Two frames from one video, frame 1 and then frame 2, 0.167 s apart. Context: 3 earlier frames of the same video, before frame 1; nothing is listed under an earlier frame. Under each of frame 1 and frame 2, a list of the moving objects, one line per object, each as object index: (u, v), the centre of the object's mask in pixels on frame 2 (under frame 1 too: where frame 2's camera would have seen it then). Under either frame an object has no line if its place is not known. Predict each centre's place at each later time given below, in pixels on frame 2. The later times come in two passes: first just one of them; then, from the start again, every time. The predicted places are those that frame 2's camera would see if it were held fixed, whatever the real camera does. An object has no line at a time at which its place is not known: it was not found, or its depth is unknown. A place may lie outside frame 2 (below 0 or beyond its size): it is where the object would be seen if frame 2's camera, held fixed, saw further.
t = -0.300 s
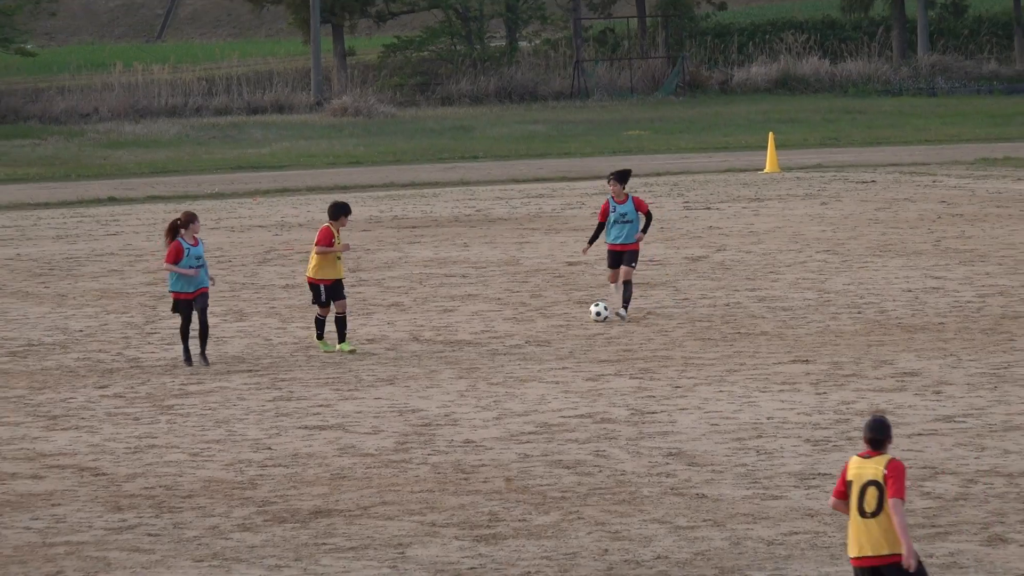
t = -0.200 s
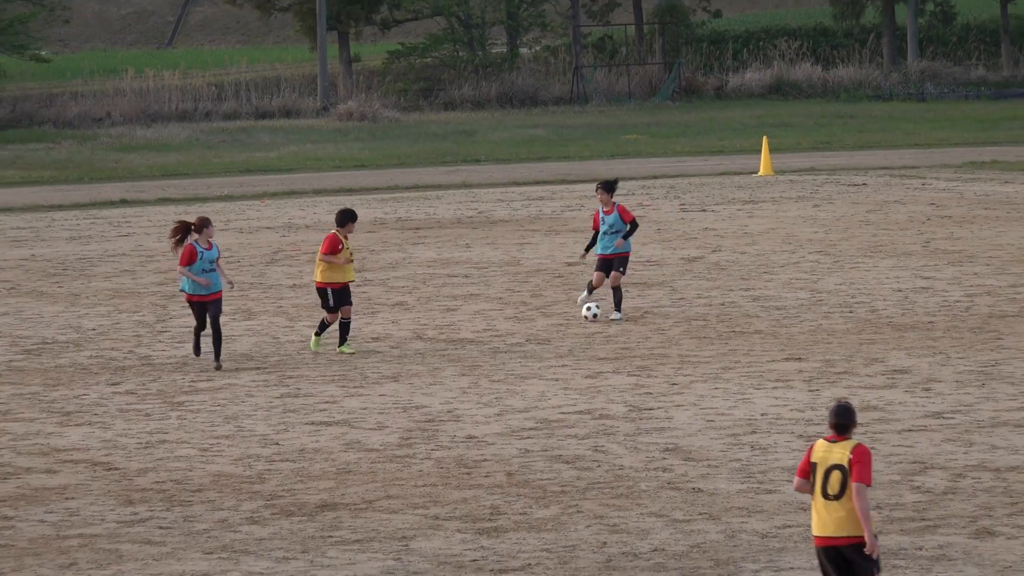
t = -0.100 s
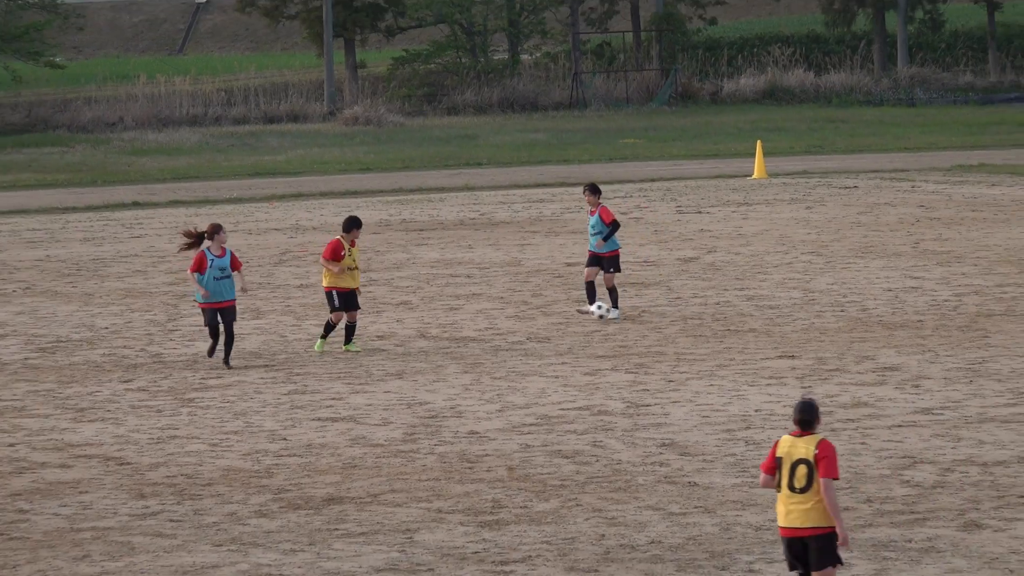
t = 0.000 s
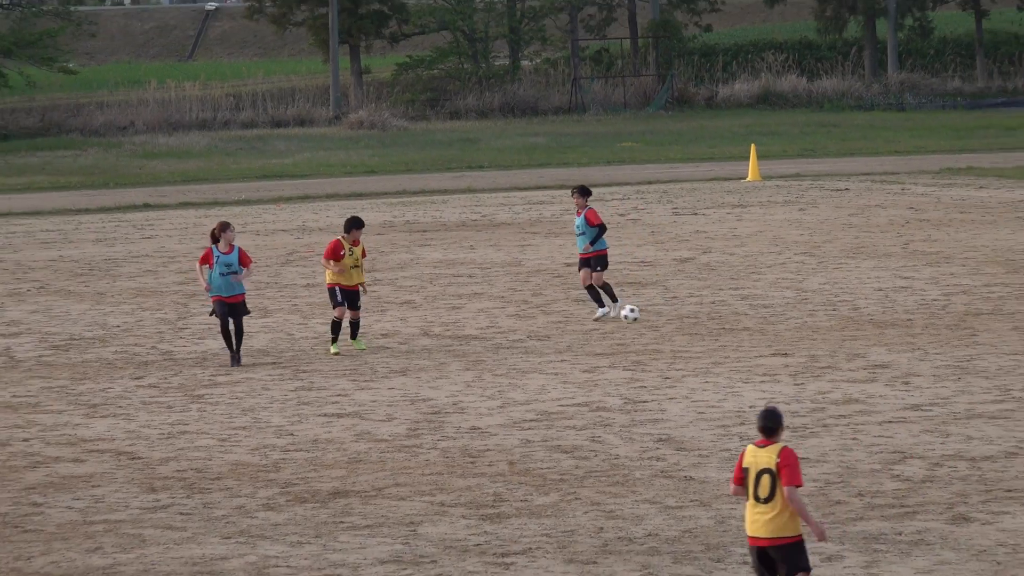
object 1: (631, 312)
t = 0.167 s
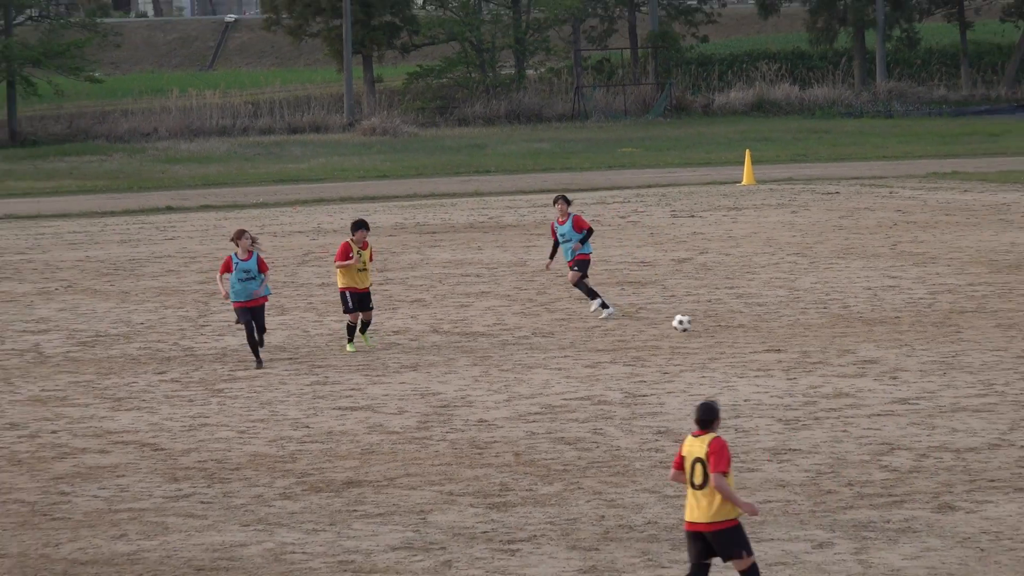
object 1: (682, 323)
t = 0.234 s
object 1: (701, 326)
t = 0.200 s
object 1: (691, 324)
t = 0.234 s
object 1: (701, 326)
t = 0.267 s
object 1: (711, 329)
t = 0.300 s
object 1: (720, 333)
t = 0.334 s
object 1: (729, 333)
